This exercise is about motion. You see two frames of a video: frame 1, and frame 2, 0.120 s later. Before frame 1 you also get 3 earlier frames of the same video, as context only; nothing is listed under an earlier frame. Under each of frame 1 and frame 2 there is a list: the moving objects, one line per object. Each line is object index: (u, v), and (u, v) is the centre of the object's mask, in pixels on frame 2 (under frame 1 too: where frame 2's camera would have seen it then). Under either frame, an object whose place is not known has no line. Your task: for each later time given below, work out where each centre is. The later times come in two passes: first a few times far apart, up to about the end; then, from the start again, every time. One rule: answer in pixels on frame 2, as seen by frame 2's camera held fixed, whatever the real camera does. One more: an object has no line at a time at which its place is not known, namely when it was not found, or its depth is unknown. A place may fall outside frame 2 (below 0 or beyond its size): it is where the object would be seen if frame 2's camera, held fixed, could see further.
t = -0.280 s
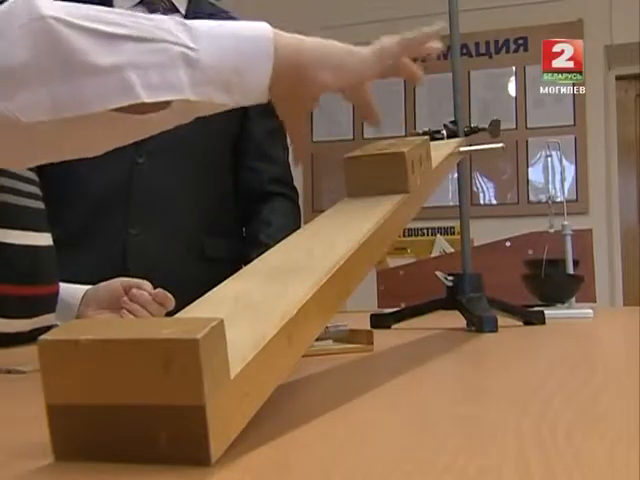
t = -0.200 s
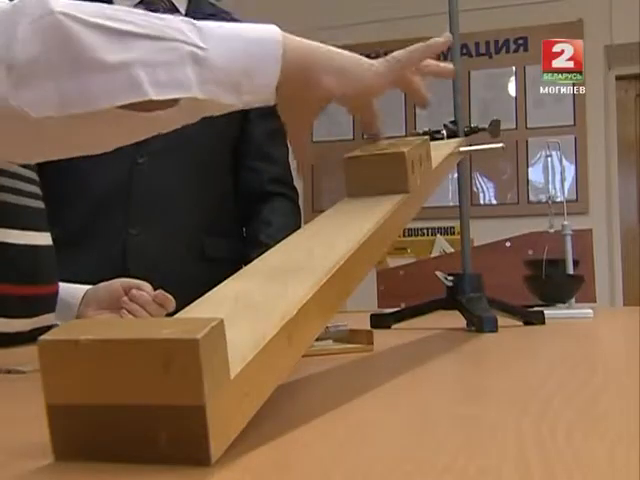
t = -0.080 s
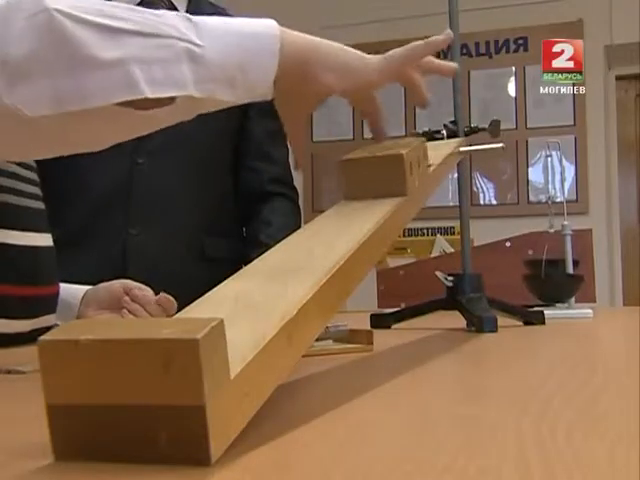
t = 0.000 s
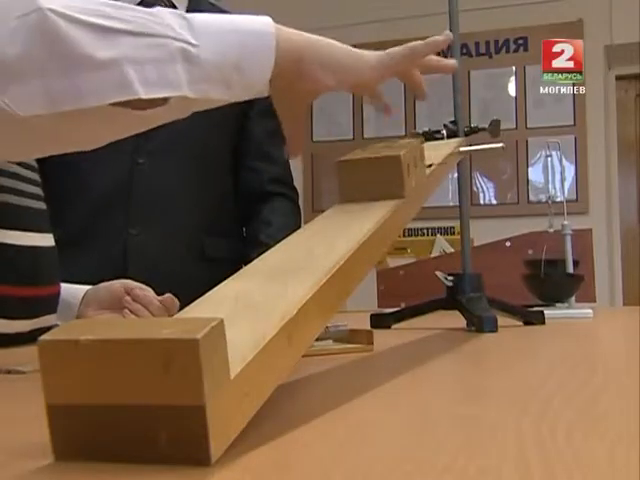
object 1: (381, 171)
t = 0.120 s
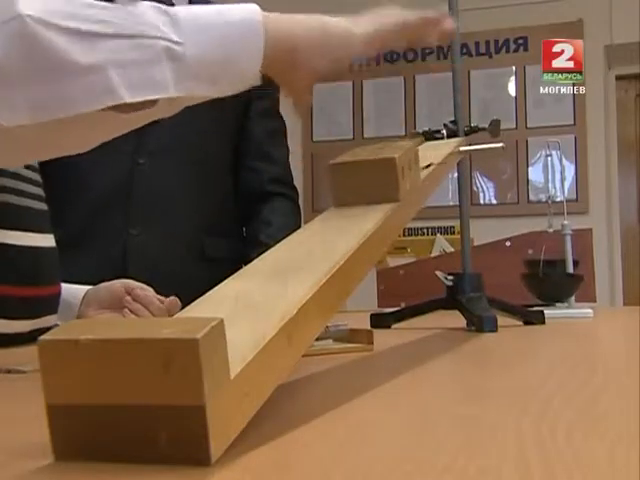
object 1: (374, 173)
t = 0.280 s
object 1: (366, 179)
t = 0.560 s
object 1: (352, 186)
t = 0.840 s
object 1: (339, 193)
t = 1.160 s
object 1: (319, 203)
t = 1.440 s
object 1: (295, 214)
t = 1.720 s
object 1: (278, 222)
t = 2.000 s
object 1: (259, 230)
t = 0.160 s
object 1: (371, 175)
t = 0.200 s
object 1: (370, 177)
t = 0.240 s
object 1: (368, 178)
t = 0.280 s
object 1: (366, 179)
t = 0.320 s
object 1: (365, 180)
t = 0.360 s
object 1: (363, 181)
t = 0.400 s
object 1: (362, 181)
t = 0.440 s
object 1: (359, 182)
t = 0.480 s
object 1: (358, 183)
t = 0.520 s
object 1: (356, 184)
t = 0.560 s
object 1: (352, 186)
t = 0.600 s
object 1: (350, 187)
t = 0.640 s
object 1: (348, 188)
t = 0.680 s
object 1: (346, 189)
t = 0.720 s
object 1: (344, 190)
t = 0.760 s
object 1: (342, 191)
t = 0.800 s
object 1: (341, 192)
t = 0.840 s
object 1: (339, 193)
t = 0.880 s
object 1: (337, 194)
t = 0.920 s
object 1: (335, 194)
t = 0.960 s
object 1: (333, 195)
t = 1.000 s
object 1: (330, 197)
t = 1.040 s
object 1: (329, 198)
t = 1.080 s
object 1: (325, 199)
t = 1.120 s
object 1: (322, 201)
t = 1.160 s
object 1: (319, 203)
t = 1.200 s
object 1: (315, 205)
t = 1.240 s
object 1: (312, 206)
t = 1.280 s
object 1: (309, 208)
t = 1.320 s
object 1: (305, 209)
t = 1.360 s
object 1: (301, 211)
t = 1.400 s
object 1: (298, 213)
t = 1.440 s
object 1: (295, 214)
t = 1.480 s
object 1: (292, 215)
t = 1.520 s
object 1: (290, 216)
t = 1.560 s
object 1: (288, 217)
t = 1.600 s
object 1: (286, 218)
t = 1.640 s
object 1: (283, 220)
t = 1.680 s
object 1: (281, 221)
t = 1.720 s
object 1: (278, 222)
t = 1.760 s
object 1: (275, 223)
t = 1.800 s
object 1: (273, 224)
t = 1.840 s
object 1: (271, 225)
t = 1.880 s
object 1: (269, 226)
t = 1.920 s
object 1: (266, 227)
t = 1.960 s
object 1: (263, 229)
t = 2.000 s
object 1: (259, 230)
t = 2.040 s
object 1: (254, 232)
